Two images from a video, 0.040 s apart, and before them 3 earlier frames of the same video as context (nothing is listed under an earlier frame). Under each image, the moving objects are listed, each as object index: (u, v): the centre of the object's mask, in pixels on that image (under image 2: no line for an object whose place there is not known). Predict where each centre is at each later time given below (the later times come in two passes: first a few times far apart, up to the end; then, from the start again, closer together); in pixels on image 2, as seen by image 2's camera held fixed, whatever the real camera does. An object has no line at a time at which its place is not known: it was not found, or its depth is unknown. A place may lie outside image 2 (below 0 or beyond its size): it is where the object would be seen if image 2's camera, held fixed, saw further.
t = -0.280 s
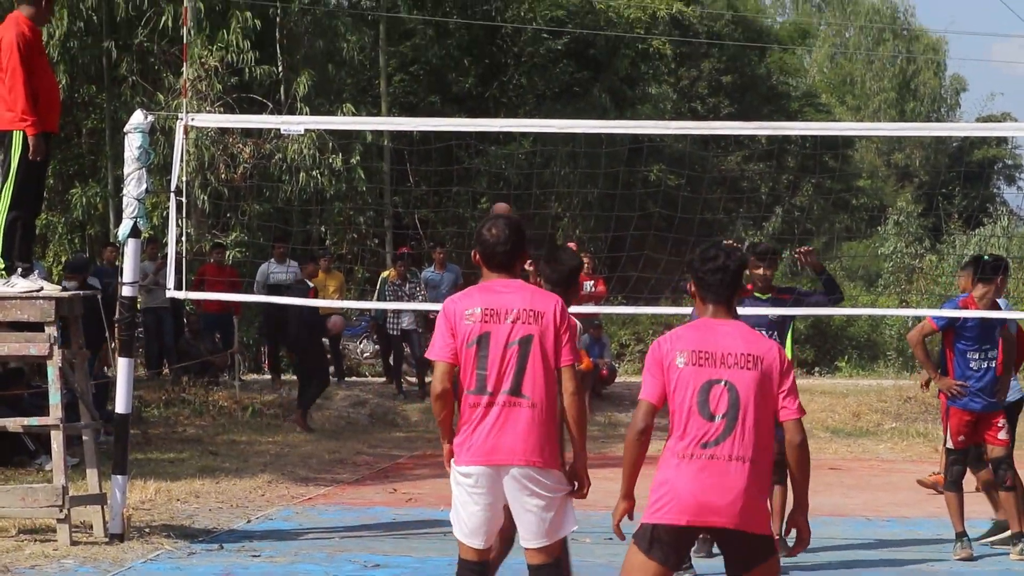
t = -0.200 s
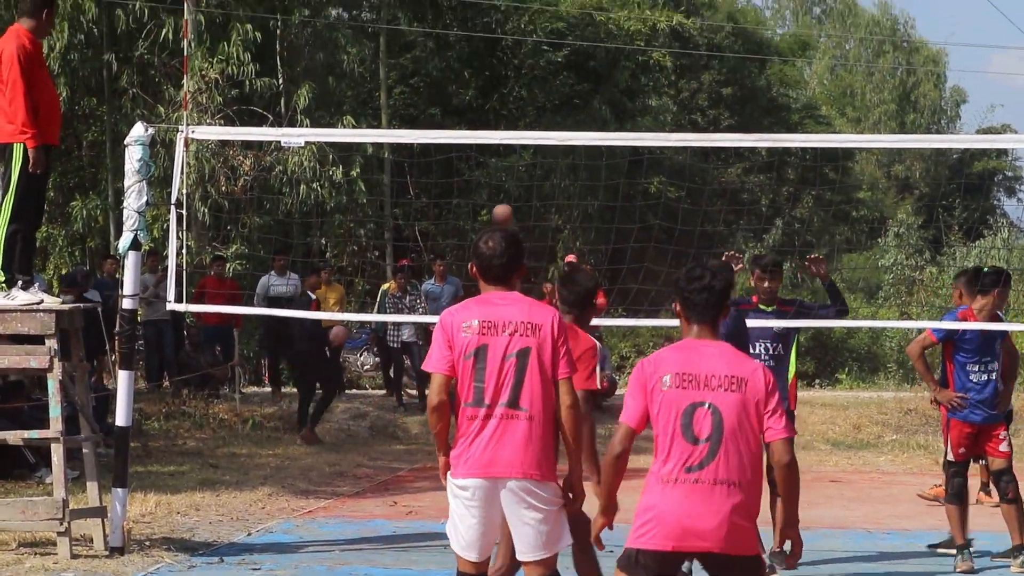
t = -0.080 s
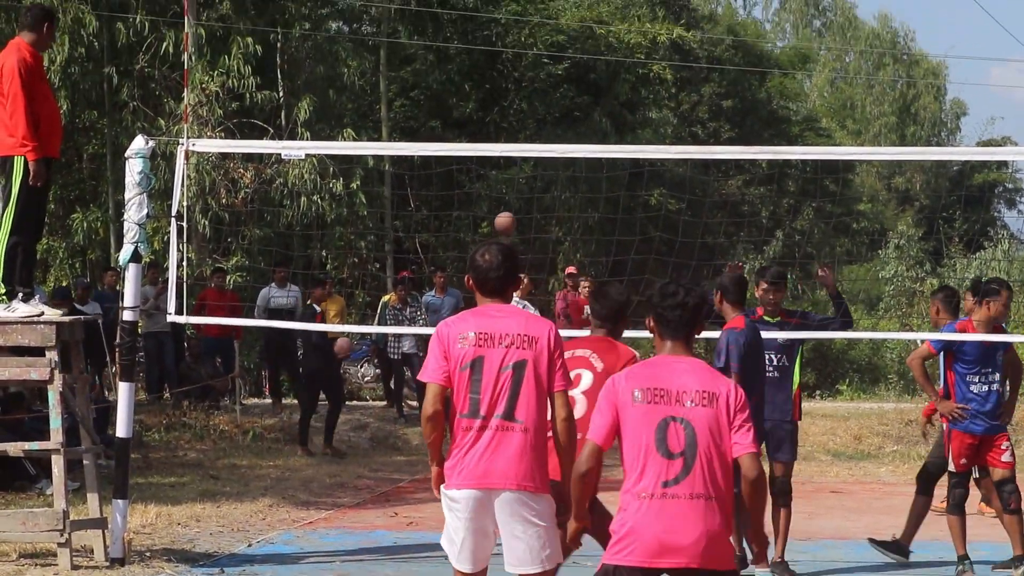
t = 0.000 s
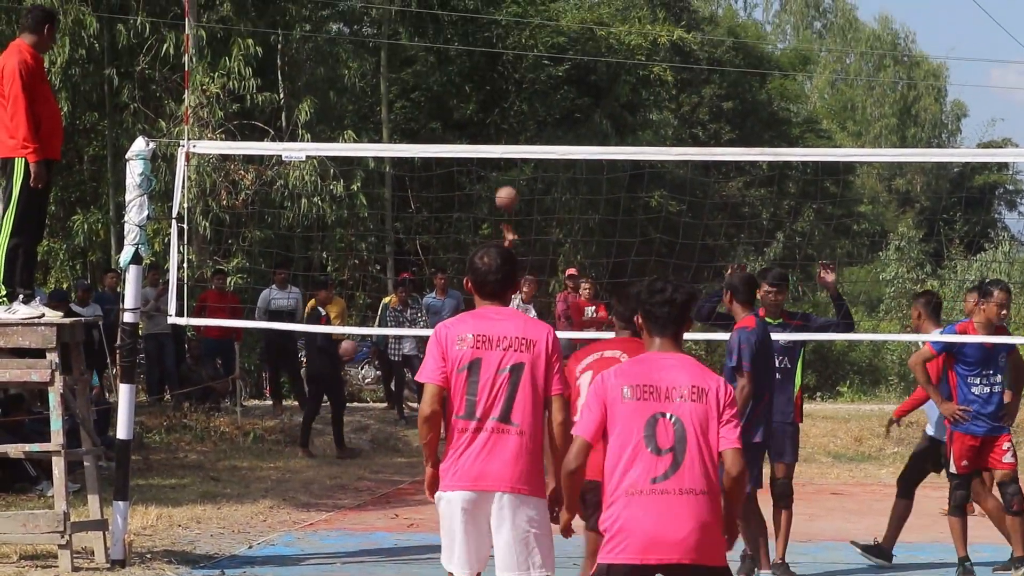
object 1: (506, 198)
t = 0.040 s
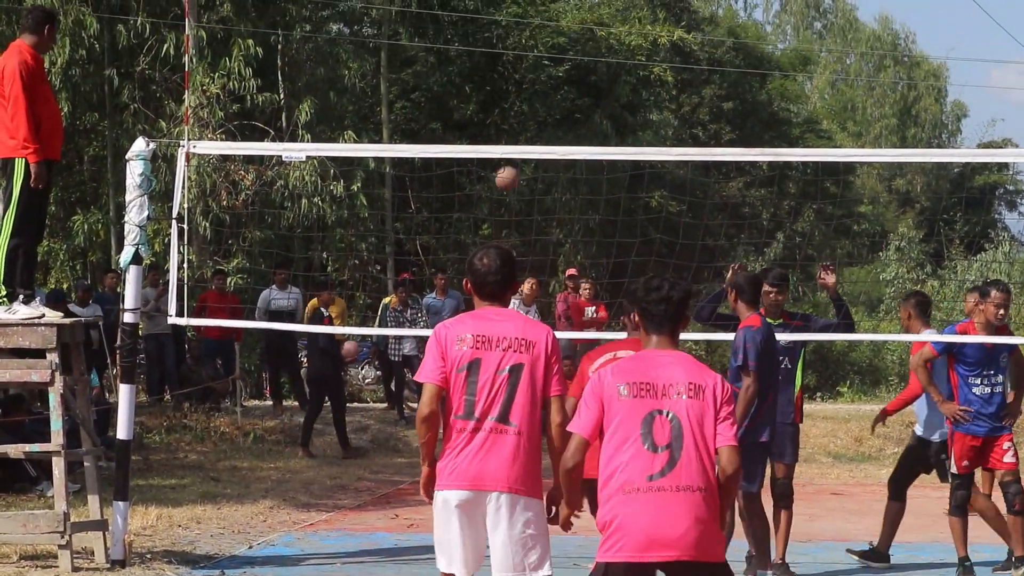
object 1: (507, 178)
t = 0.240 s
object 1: (498, 93)
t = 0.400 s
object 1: (480, 48)
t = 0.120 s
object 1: (505, 137)
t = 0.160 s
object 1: (503, 124)
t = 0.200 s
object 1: (501, 108)
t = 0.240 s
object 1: (498, 93)
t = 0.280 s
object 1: (494, 80)
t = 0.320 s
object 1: (490, 68)
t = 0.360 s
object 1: (485, 57)
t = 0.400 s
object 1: (480, 48)
